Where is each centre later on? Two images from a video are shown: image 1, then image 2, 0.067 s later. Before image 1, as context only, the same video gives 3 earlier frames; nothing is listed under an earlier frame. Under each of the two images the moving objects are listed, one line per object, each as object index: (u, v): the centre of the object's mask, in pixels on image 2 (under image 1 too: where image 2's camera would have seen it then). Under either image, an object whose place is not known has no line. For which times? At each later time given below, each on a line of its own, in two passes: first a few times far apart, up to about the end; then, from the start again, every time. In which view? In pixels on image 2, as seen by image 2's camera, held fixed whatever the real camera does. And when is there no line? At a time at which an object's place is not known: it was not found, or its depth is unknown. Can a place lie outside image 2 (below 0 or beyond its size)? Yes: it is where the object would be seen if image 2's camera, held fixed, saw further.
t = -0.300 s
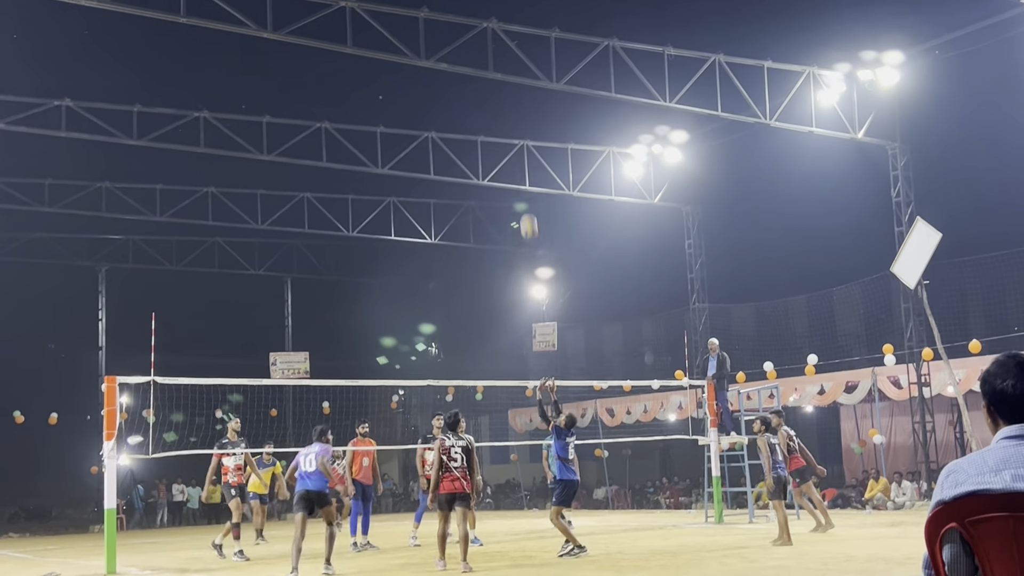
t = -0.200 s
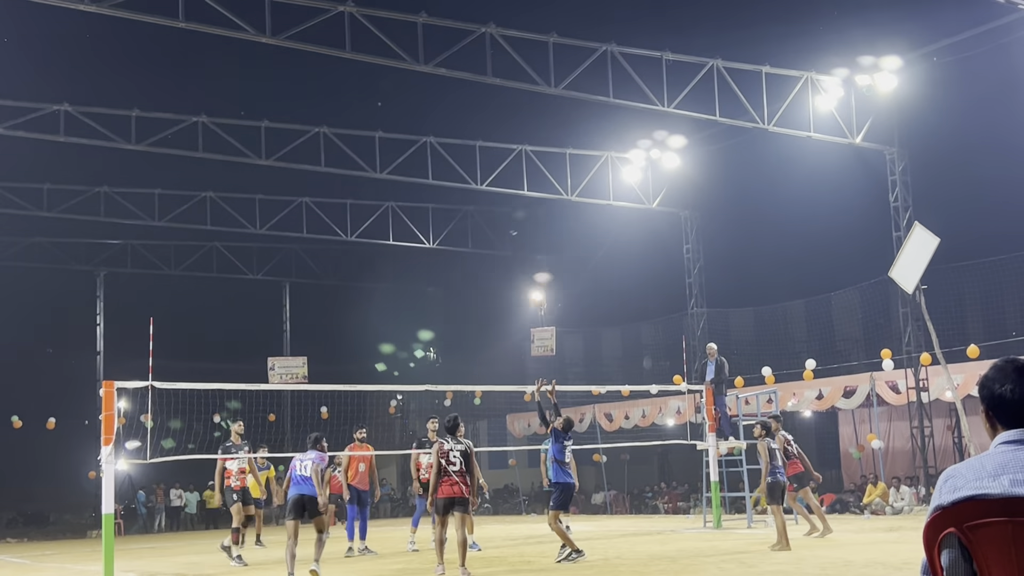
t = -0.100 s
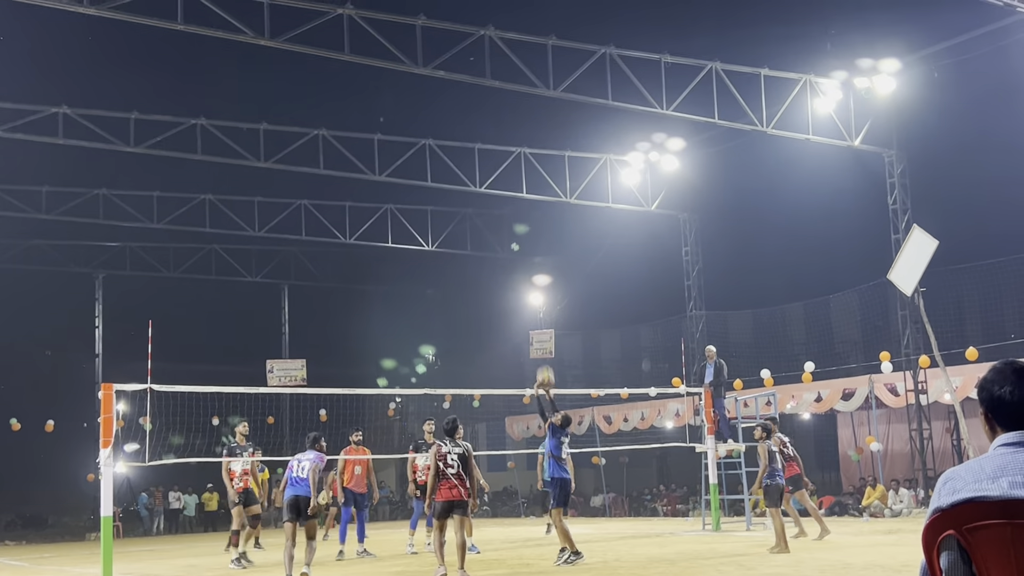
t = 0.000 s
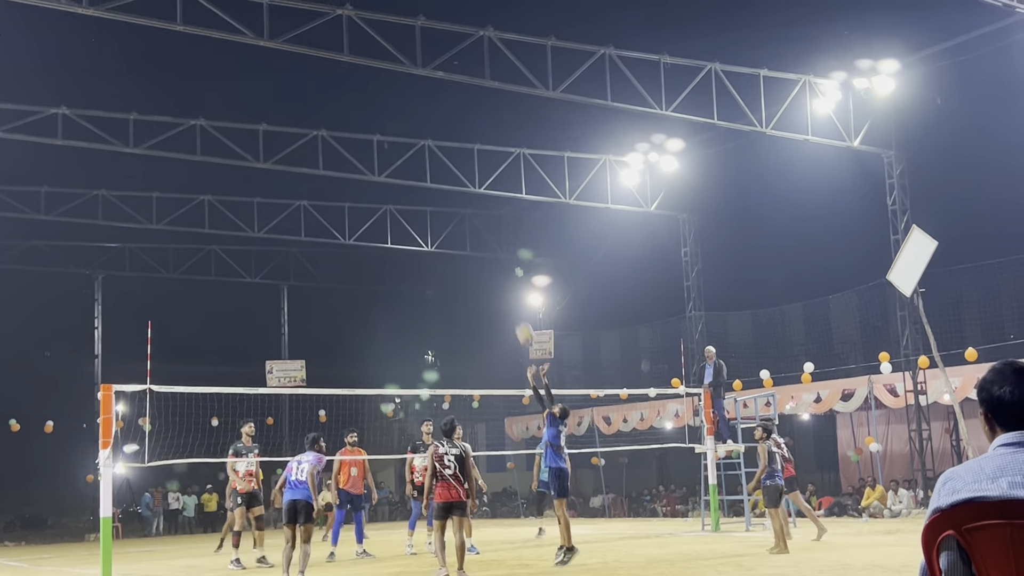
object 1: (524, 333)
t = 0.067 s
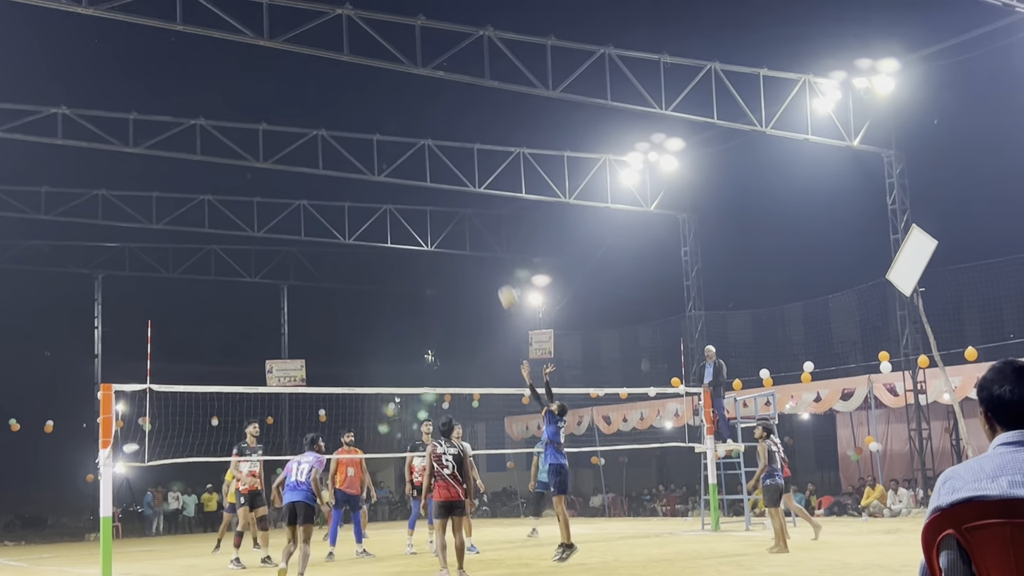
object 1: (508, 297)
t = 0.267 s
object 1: (459, 215)
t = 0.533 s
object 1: (399, 159)
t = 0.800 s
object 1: (344, 158)
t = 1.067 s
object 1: (292, 211)
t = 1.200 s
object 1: (267, 257)
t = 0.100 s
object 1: (499, 281)
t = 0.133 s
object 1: (491, 266)
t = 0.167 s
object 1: (483, 252)
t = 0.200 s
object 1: (475, 239)
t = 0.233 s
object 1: (467, 227)
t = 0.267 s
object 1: (459, 215)
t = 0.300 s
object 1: (452, 205)
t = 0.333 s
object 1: (444, 196)
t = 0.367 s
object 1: (436, 187)
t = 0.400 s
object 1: (429, 180)
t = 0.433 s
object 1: (421, 173)
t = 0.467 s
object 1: (414, 168)
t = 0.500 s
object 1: (406, 163)
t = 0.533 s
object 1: (399, 159)
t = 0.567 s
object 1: (392, 156)
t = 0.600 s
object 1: (385, 154)
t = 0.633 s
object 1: (378, 152)
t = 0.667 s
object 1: (371, 152)
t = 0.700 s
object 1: (364, 152)
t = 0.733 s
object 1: (358, 153)
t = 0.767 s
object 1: (351, 155)
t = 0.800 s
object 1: (344, 158)
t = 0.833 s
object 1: (338, 162)
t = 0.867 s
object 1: (331, 167)
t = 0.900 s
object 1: (324, 172)
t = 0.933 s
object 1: (318, 178)
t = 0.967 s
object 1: (311, 185)
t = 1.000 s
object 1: (305, 193)
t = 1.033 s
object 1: (298, 201)
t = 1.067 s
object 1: (292, 211)
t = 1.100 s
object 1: (285, 221)
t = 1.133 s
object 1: (279, 232)
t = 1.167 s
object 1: (273, 244)
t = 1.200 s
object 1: (267, 257)
